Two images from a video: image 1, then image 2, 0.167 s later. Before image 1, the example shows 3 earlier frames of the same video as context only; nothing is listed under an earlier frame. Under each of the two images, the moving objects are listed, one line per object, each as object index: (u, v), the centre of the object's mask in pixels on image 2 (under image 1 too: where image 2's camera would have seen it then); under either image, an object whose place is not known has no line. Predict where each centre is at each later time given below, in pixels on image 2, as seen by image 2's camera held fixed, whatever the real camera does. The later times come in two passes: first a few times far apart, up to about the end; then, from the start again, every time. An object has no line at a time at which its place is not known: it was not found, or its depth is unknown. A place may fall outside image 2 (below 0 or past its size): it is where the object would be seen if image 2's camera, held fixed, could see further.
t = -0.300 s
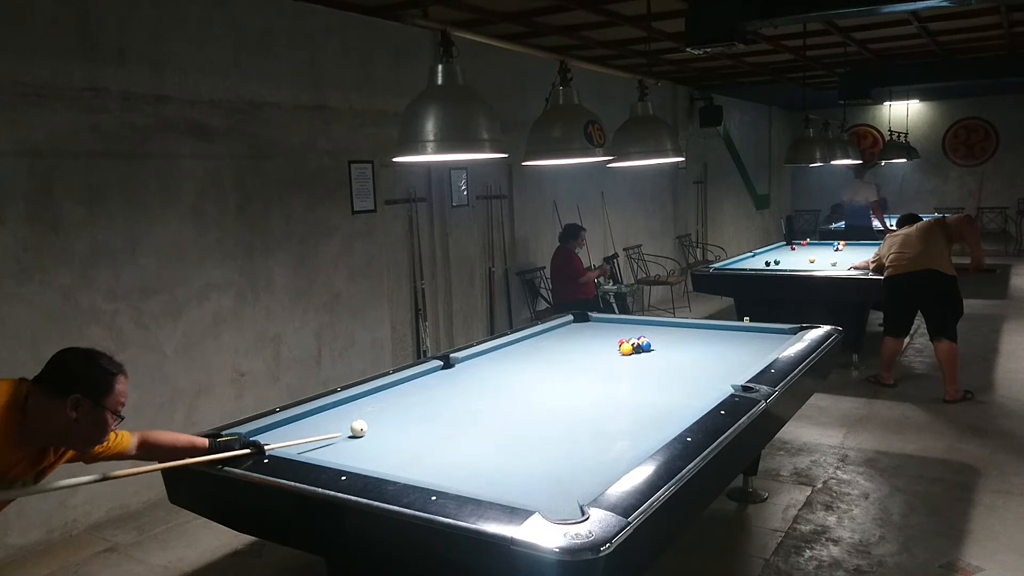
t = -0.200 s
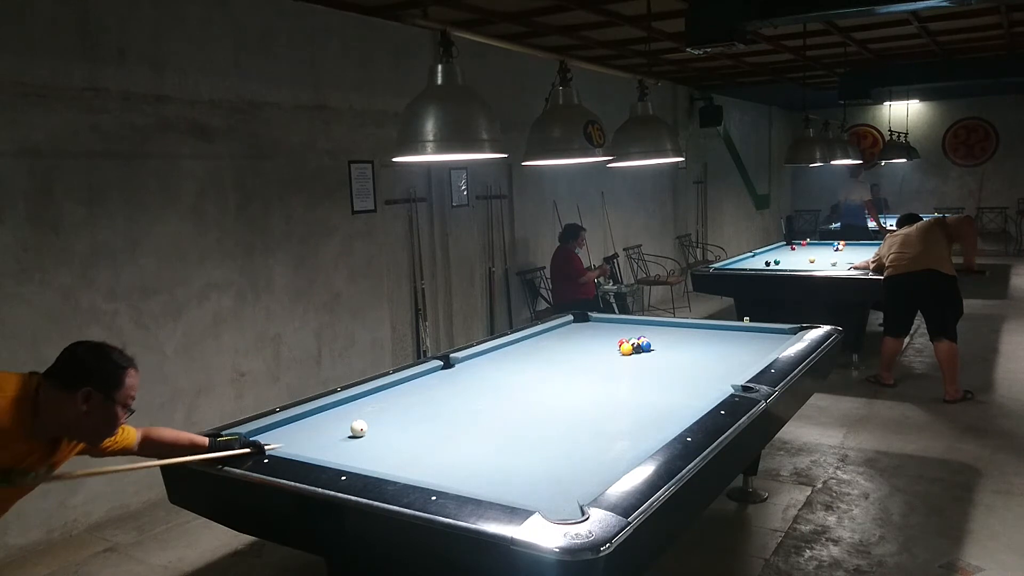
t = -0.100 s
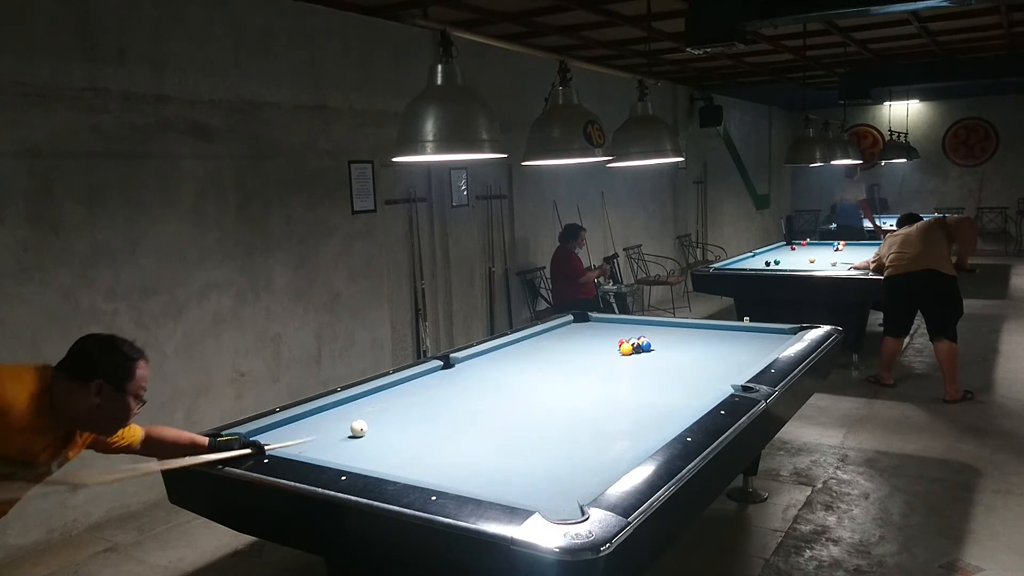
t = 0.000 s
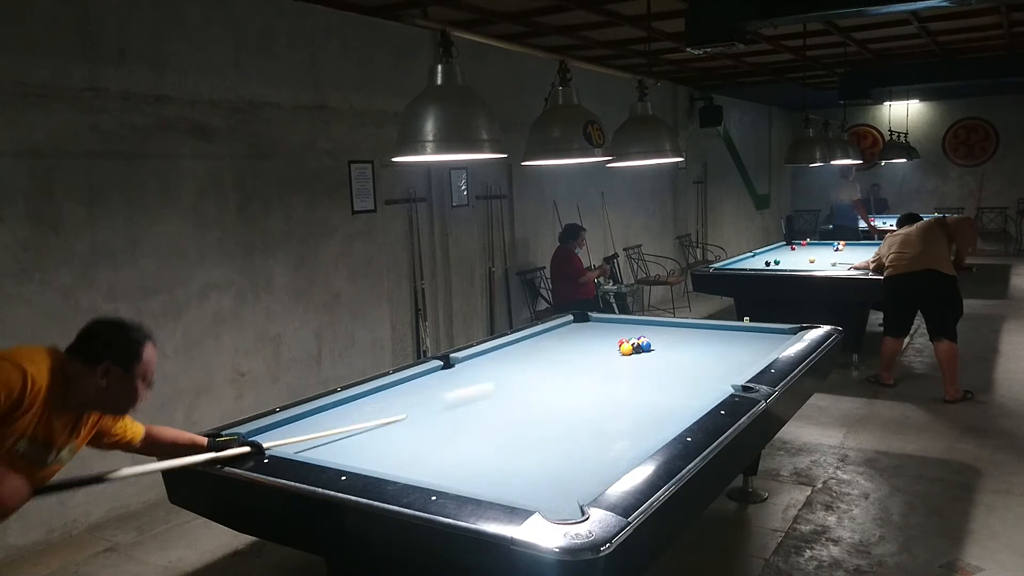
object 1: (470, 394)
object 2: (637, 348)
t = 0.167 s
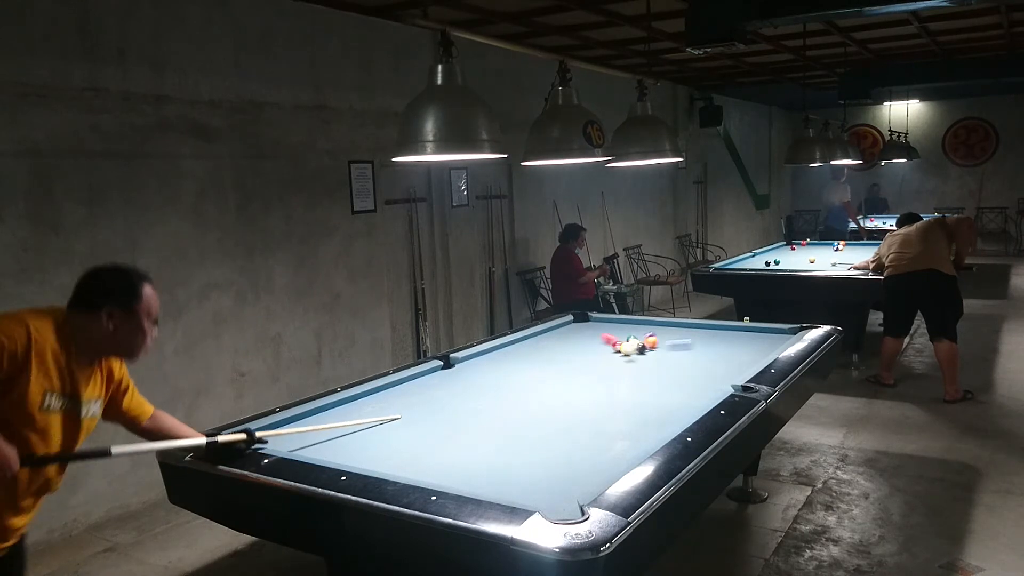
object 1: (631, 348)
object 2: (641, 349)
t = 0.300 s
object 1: (660, 364)
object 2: (651, 350)
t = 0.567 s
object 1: (731, 383)
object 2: (675, 355)
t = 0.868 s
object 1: (702, 366)
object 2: (699, 356)
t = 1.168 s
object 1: (682, 353)
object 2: (726, 364)
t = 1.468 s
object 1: (665, 342)
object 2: (745, 367)
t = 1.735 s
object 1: (652, 334)
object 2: (730, 368)
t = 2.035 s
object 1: (640, 326)
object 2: (713, 367)
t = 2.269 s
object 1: (628, 321)
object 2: (702, 367)
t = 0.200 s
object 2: (646, 349)
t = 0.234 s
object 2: (649, 346)
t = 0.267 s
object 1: (652, 359)
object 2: (649, 347)
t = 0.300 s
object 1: (660, 364)
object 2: (651, 350)
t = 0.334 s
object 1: (669, 366)
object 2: (655, 351)
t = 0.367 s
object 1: (676, 369)
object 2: (658, 352)
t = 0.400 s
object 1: (685, 372)
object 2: (660, 352)
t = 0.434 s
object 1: (693, 374)
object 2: (664, 353)
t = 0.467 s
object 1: (702, 376)
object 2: (666, 353)
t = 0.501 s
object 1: (718, 381)
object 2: (669, 354)
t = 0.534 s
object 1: (725, 382)
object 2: (672, 354)
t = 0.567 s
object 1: (731, 383)
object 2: (675, 355)
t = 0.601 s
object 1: (728, 382)
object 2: (677, 355)
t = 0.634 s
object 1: (725, 381)
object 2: (680, 356)
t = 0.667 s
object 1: (723, 380)
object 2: (683, 357)
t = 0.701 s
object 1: (721, 378)
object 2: (686, 357)
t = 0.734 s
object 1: (712, 373)
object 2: (689, 358)
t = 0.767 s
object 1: (710, 371)
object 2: (692, 358)
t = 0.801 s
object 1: (707, 370)
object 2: (694, 359)
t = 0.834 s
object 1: (704, 368)
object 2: (696, 358)
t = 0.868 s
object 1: (702, 366)
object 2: (699, 356)
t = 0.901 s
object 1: (700, 365)
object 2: (705, 358)
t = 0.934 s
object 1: (697, 363)
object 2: (707, 361)
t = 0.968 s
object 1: (695, 362)
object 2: (709, 361)
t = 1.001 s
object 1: (693, 360)
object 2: (712, 362)
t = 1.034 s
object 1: (690, 359)
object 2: (715, 362)
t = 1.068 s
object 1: (688, 358)
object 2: (717, 363)
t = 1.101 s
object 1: (686, 356)
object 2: (720, 363)
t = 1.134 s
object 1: (684, 355)
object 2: (723, 364)
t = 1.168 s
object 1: (682, 353)
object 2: (726, 364)
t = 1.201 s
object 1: (680, 352)
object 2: (729, 365)
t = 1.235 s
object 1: (678, 351)
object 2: (732, 365)
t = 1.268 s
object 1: (676, 350)
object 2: (735, 366)
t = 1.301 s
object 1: (674, 348)
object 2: (738, 367)
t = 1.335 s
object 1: (672, 347)
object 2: (740, 367)
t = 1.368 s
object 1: (671, 346)
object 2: (743, 367)
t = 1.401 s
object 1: (669, 345)
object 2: (745, 366)
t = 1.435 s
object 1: (667, 344)
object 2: (747, 366)
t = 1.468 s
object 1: (665, 342)
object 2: (745, 367)
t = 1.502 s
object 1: (664, 341)
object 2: (743, 367)
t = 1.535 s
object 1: (662, 340)
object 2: (741, 368)
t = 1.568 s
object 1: (660, 339)
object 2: (739, 368)
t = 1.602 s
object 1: (659, 338)
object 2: (737, 368)
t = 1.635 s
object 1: (657, 337)
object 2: (736, 368)
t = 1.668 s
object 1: (656, 336)
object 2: (734, 368)
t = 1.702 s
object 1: (654, 335)
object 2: (732, 368)
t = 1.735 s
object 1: (652, 334)
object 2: (730, 368)
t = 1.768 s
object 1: (651, 333)
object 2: (728, 367)
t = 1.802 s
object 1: (649, 332)
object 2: (726, 367)
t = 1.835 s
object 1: (648, 331)
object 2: (724, 367)
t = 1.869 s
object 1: (647, 331)
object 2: (722, 367)
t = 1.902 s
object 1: (645, 330)
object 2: (720, 367)
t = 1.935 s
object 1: (644, 329)
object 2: (719, 367)
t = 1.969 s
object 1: (643, 328)
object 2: (717, 367)
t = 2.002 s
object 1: (641, 327)
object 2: (715, 367)
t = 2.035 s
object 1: (640, 326)
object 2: (713, 367)
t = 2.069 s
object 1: (639, 325)
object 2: (712, 367)
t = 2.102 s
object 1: (637, 324)
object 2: (710, 367)
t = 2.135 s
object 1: (636, 324)
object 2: (708, 367)
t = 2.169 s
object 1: (635, 323)
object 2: (707, 367)
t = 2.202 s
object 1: (634, 322)
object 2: (705, 367)
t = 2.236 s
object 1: (632, 322)
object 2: (703, 367)
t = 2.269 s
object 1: (628, 321)
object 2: (702, 367)
